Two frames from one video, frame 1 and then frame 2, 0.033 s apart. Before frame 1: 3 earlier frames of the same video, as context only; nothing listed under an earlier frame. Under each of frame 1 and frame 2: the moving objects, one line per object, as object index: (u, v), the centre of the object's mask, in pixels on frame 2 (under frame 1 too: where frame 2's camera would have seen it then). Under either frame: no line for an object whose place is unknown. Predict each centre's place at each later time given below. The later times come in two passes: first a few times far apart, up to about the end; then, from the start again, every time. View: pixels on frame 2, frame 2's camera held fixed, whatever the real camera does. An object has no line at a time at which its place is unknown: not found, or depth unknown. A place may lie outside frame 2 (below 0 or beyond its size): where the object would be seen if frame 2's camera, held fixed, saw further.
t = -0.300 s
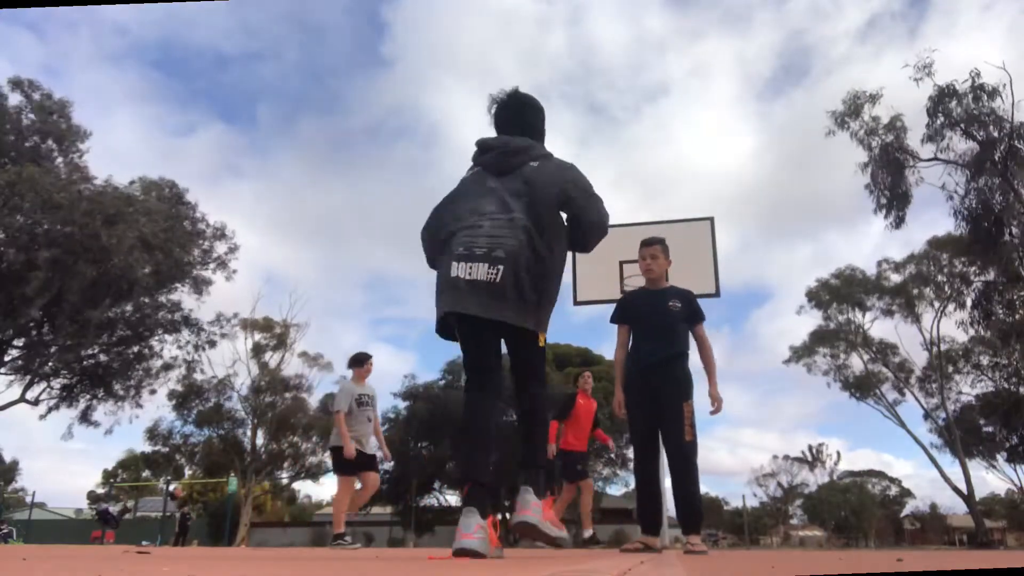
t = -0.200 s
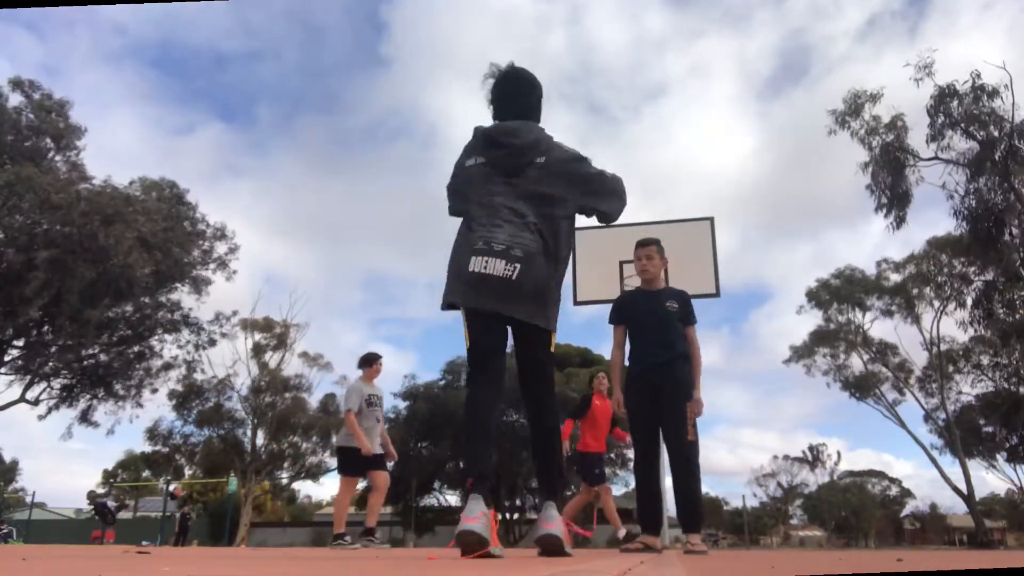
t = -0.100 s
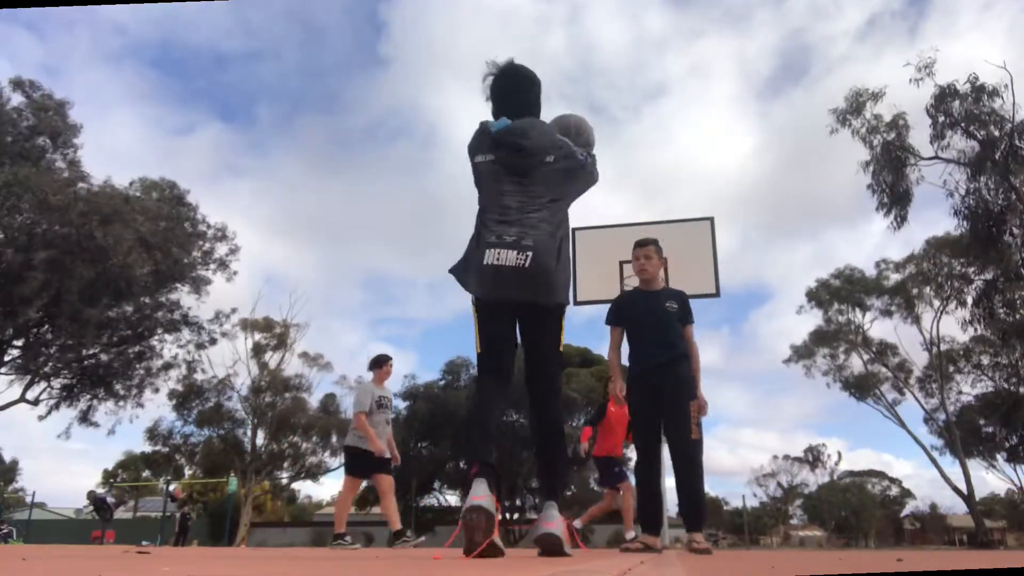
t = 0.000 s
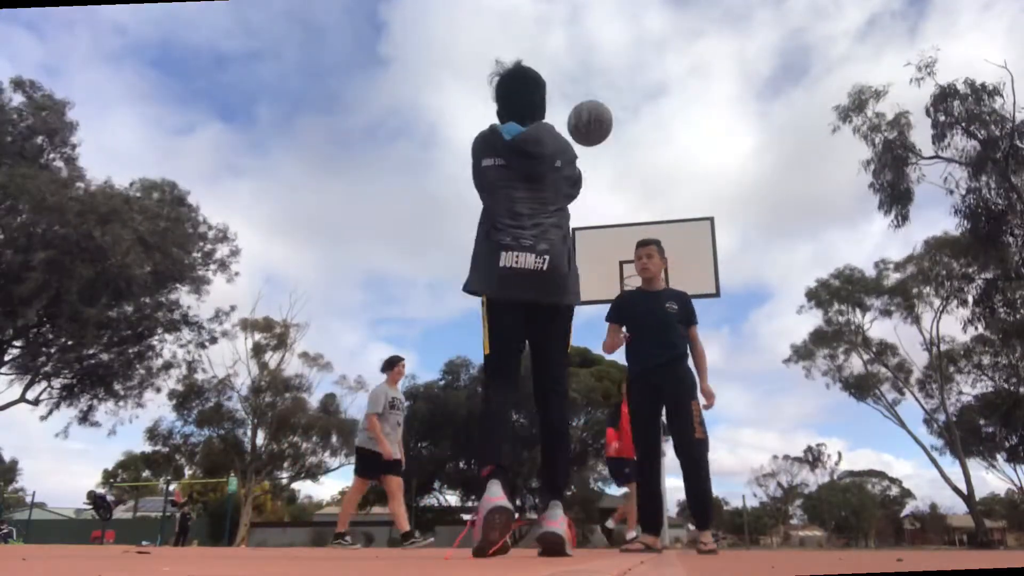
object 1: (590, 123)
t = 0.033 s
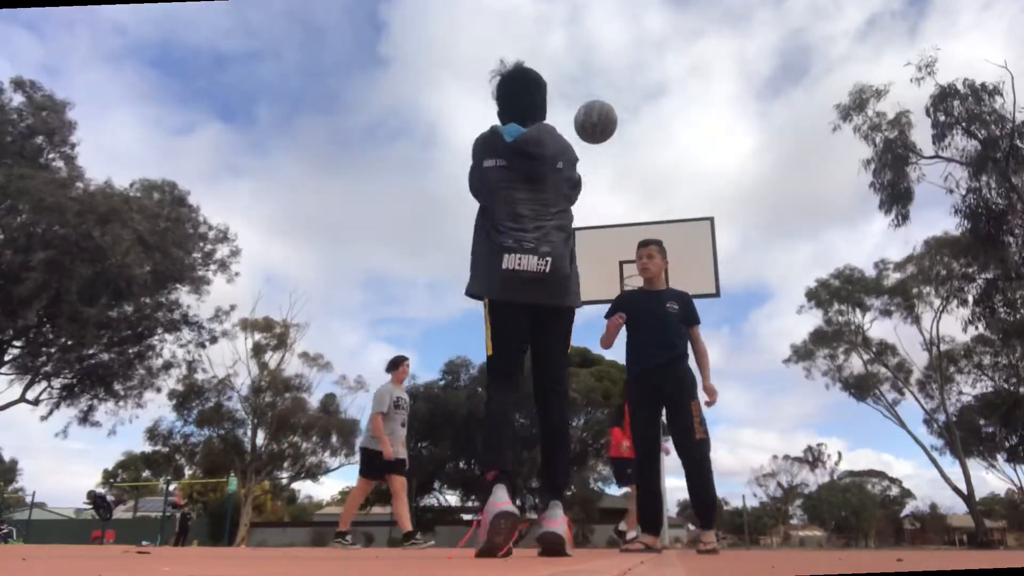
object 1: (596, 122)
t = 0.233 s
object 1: (621, 143)
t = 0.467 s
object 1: (639, 209)
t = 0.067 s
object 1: (601, 122)
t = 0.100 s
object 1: (606, 124)
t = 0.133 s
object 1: (610, 127)
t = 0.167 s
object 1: (614, 131)
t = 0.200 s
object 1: (618, 137)
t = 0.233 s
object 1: (621, 143)
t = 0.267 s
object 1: (624, 150)
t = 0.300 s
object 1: (627, 158)
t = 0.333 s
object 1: (629, 167)
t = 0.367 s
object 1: (632, 176)
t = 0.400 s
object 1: (634, 187)
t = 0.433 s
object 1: (636, 197)
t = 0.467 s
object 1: (639, 209)
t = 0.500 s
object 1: (640, 221)
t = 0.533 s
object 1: (642, 234)
